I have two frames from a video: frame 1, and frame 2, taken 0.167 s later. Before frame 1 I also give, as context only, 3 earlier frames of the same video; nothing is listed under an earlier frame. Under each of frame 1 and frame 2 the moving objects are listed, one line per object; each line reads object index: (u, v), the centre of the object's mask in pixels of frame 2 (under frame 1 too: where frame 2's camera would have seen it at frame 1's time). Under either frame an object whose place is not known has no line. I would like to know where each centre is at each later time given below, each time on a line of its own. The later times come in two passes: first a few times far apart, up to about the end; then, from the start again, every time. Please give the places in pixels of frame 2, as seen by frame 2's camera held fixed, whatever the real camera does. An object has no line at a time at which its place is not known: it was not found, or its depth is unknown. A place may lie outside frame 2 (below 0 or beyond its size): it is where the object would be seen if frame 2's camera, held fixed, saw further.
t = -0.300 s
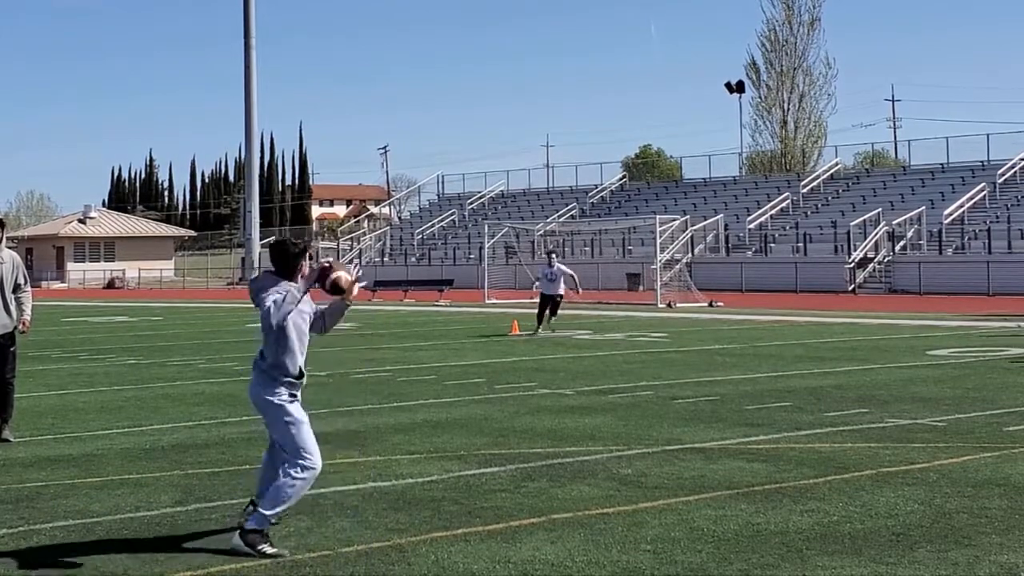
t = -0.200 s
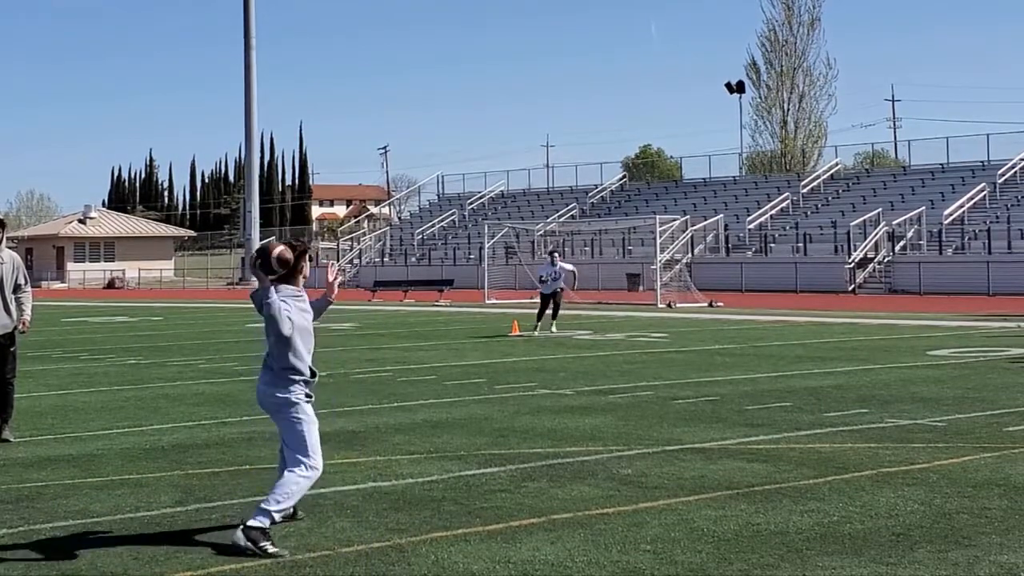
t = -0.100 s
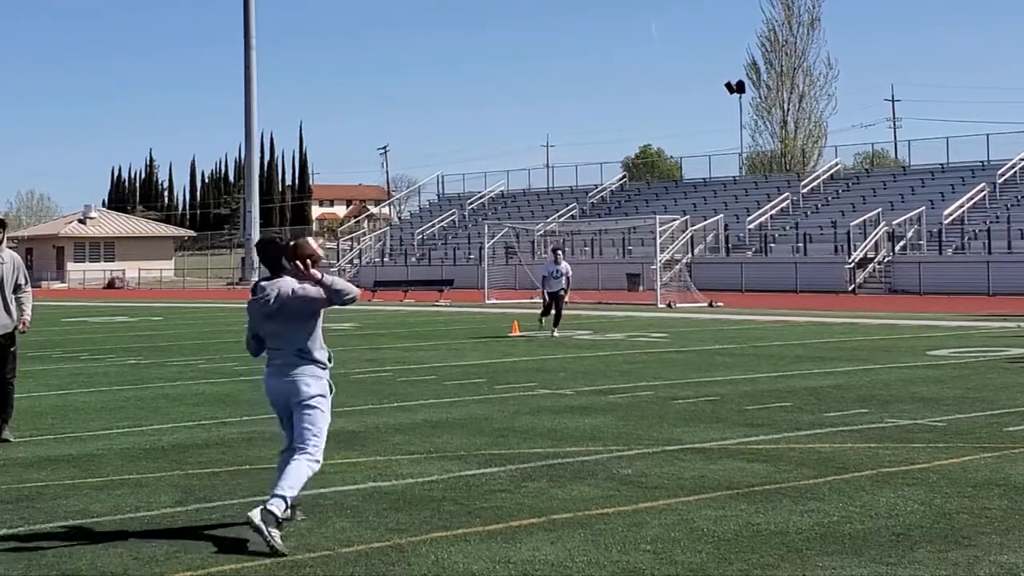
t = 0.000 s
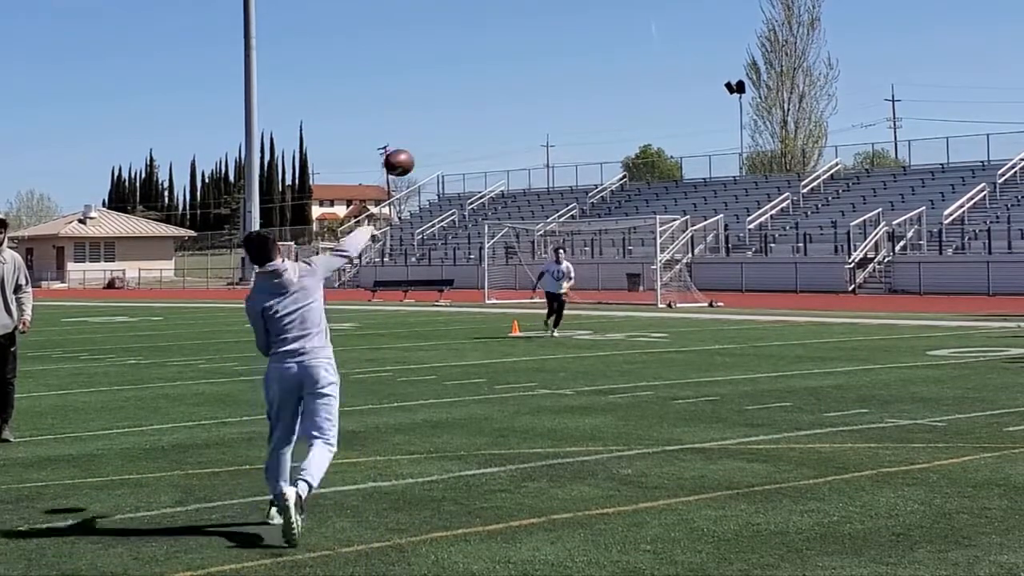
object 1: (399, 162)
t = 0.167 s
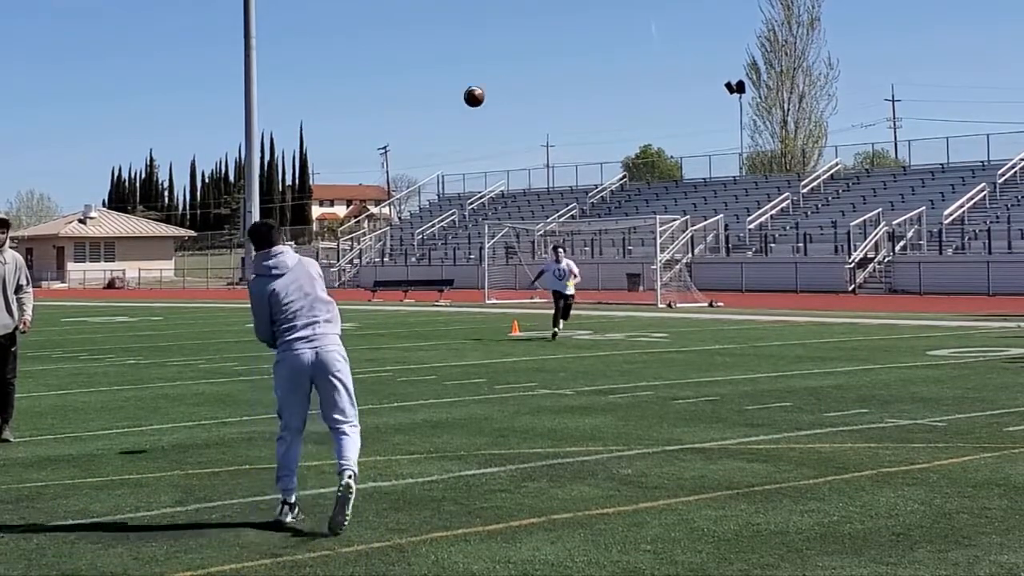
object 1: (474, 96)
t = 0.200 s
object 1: (484, 90)
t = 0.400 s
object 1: (535, 88)
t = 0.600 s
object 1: (568, 118)
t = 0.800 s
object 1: (589, 165)
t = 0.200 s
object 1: (484, 90)
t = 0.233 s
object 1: (495, 86)
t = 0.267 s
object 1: (504, 85)
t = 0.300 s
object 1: (513, 84)
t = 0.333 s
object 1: (521, 84)
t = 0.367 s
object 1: (528, 85)
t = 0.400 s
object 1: (535, 88)
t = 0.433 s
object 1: (541, 91)
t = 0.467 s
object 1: (547, 95)
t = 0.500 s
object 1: (553, 100)
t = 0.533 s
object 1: (558, 106)
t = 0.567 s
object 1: (563, 112)
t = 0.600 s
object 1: (568, 118)
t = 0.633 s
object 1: (572, 125)
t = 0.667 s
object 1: (576, 133)
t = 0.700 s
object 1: (579, 140)
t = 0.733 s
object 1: (583, 148)
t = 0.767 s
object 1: (586, 156)
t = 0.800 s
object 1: (589, 165)
